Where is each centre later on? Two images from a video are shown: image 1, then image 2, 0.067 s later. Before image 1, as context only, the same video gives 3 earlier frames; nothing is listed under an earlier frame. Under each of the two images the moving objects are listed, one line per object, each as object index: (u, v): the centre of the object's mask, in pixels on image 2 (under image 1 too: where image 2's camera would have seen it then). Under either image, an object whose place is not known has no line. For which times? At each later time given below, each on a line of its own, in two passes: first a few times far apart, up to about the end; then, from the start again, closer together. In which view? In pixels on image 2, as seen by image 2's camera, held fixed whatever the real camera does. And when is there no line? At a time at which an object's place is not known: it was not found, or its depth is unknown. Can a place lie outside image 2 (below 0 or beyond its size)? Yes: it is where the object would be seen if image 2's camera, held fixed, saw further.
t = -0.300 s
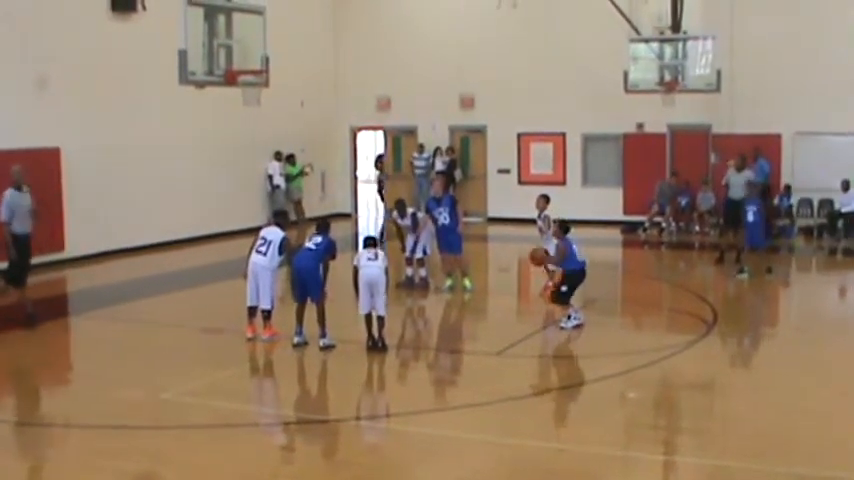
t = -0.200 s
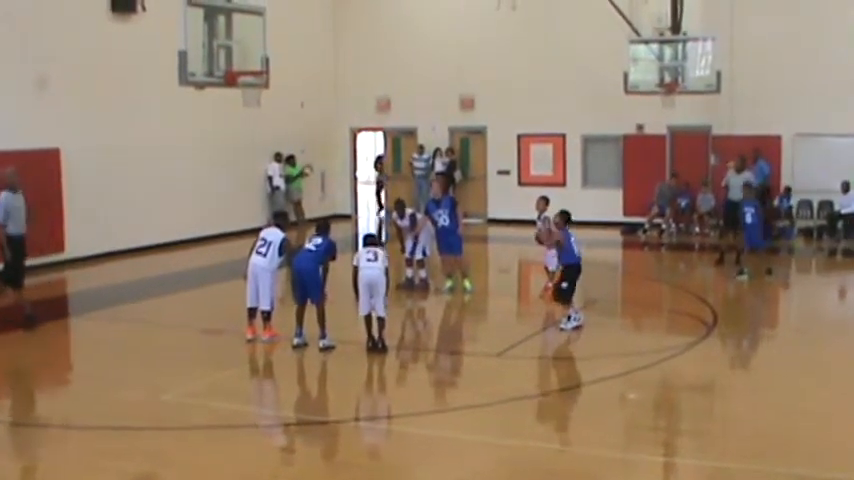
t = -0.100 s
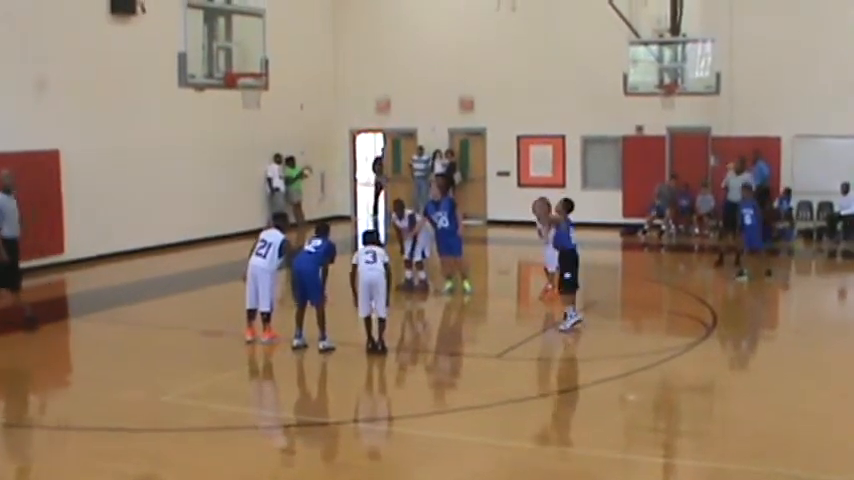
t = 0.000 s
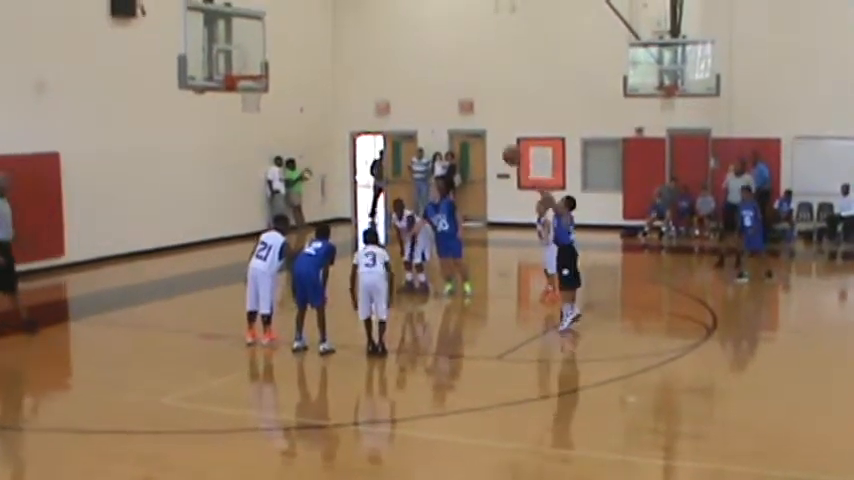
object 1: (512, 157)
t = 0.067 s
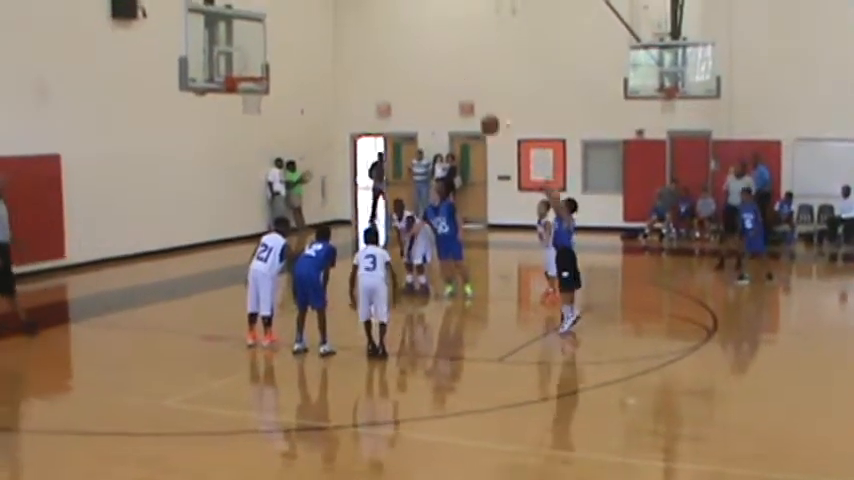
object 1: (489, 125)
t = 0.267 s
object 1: (422, 50)
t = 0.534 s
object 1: (344, 10)
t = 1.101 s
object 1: (258, 58)
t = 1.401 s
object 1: (321, 78)
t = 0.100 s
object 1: (479, 110)
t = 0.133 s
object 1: (468, 96)
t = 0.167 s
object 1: (456, 83)
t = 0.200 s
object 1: (442, 71)
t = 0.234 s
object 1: (431, 60)
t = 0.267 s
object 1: (422, 50)
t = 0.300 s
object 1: (412, 42)
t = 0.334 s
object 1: (402, 34)
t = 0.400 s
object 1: (382, 22)
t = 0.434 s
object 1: (372, 18)
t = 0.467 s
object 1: (362, 14)
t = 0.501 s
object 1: (353, 11)
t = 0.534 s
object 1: (344, 10)
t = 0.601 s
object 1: (326, 9)
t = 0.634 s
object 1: (316, 10)
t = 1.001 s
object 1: (238, 66)
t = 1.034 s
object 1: (244, 62)
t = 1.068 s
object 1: (251, 59)
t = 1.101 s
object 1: (258, 58)
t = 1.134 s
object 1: (265, 56)
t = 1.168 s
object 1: (271, 56)
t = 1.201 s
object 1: (279, 56)
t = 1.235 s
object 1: (286, 58)
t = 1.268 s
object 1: (293, 60)
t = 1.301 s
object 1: (300, 63)
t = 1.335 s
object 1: (307, 67)
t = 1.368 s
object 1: (314, 72)
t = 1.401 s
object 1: (321, 78)
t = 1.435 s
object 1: (328, 84)
